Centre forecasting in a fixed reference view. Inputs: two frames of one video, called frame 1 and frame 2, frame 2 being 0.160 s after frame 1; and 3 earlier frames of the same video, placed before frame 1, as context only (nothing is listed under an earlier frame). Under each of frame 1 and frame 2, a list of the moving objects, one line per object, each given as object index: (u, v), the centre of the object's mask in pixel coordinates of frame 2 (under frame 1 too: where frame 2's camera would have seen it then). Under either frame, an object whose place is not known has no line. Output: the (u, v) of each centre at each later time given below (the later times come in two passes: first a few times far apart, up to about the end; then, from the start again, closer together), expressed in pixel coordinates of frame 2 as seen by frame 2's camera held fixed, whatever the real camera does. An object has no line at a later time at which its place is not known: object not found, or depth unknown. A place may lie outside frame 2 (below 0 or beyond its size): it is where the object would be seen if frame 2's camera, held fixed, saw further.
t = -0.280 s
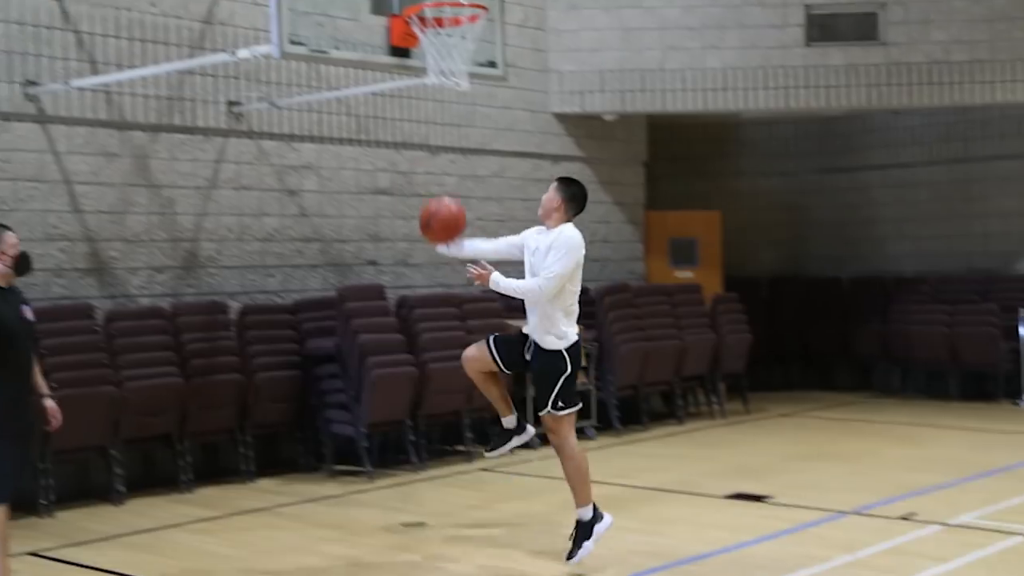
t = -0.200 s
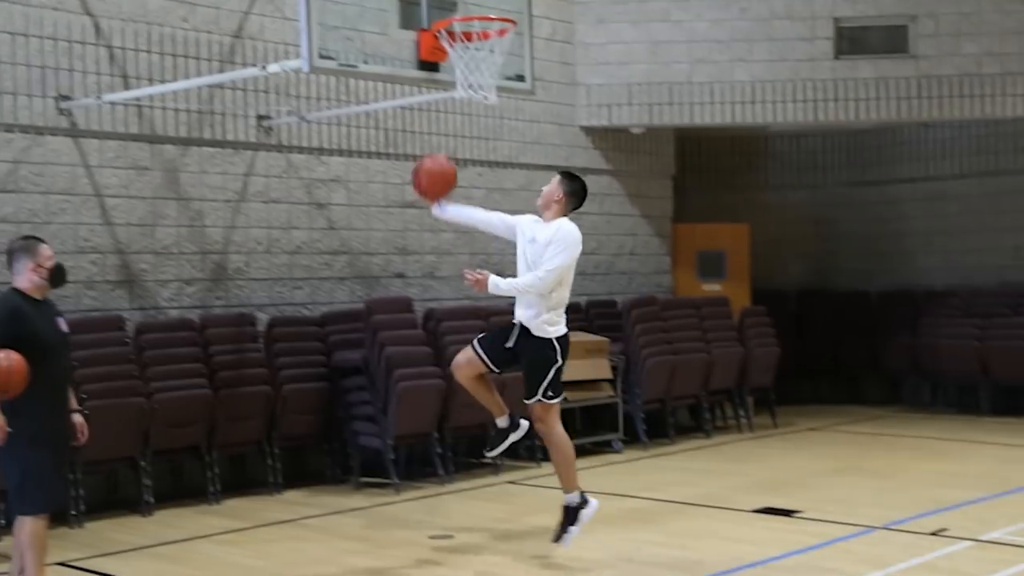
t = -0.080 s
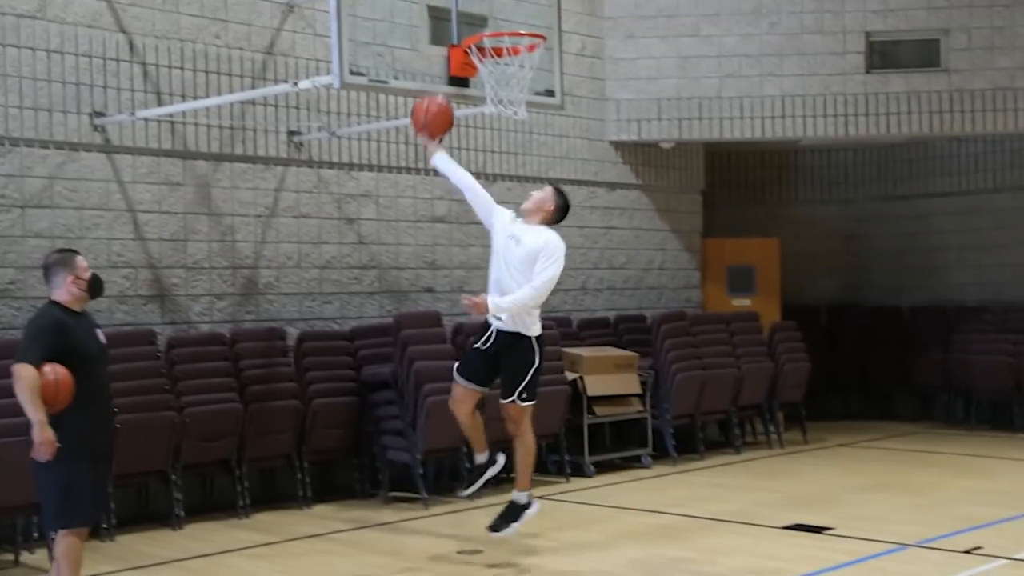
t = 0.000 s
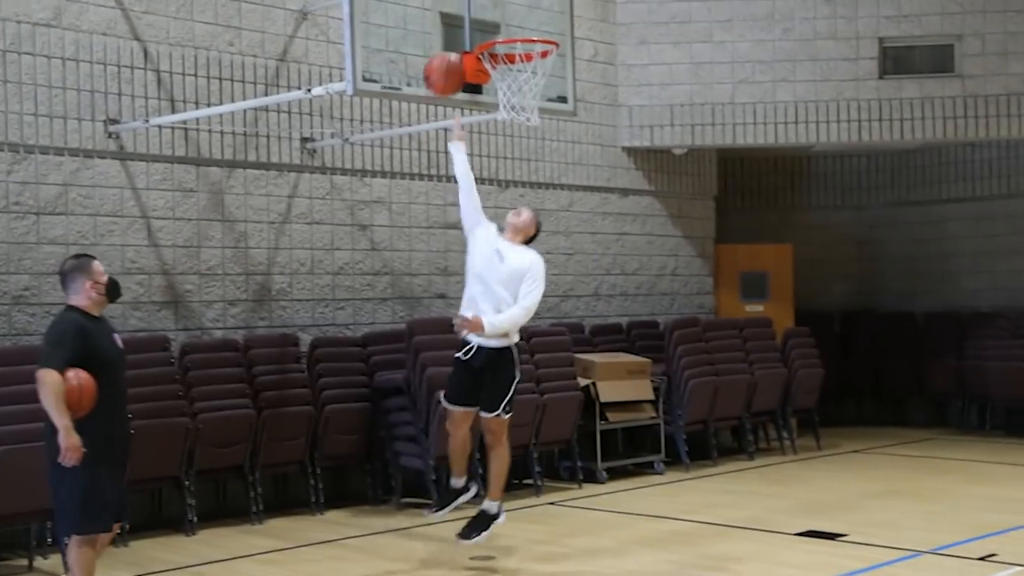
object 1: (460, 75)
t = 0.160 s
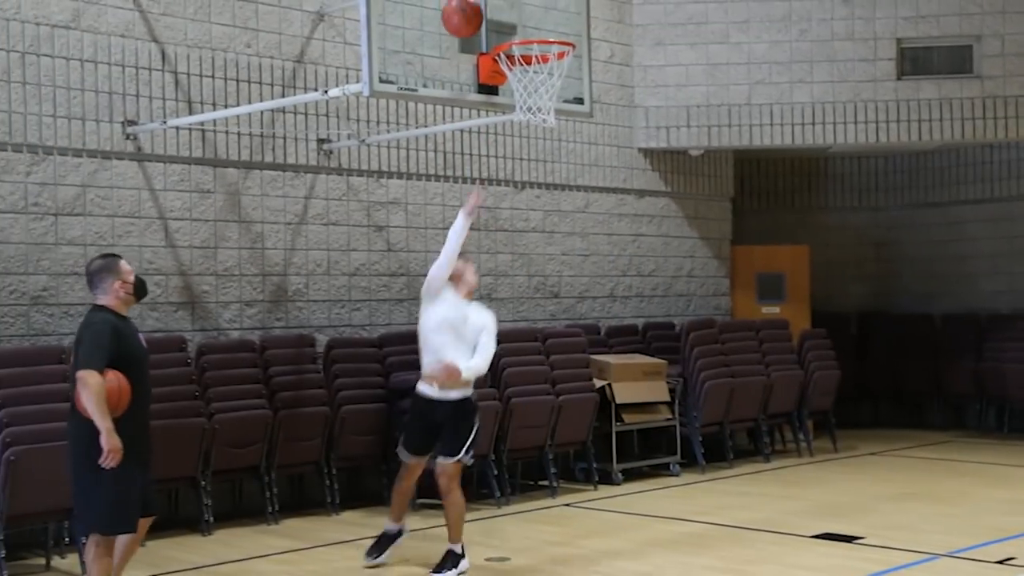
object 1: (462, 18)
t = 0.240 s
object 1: (463, 11)
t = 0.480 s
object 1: (510, 9)
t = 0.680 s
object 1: (553, 72)
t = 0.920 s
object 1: (562, 171)
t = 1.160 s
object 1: (569, 357)
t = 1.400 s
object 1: (565, 485)
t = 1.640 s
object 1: (533, 325)
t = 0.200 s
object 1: (463, 13)
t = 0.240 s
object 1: (463, 11)
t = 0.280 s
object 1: (468, 8)
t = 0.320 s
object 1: (476, 6)
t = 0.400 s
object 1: (493, 5)
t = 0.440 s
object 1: (501, 7)
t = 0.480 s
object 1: (510, 9)
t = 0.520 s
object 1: (518, 13)
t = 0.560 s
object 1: (527, 21)
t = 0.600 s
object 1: (535, 39)
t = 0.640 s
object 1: (543, 55)
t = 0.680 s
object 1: (553, 72)
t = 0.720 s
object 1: (558, 89)
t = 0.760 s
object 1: (559, 104)
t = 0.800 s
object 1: (560, 115)
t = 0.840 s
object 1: (561, 130)
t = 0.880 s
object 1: (561, 150)
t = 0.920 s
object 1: (562, 171)
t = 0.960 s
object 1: (563, 195)
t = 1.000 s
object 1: (564, 222)
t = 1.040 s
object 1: (565, 251)
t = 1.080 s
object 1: (566, 284)
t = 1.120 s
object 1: (567, 319)
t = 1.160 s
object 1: (569, 357)
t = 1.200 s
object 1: (571, 397)
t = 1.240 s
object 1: (572, 440)
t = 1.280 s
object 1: (574, 482)
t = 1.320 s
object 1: (575, 531)
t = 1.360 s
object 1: (571, 524)
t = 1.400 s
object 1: (565, 485)
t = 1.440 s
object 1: (560, 454)
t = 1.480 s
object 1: (555, 423)
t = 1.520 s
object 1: (549, 394)
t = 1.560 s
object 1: (544, 368)
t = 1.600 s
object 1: (539, 346)
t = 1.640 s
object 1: (533, 325)
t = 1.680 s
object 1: (527, 307)
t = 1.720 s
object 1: (523, 293)
